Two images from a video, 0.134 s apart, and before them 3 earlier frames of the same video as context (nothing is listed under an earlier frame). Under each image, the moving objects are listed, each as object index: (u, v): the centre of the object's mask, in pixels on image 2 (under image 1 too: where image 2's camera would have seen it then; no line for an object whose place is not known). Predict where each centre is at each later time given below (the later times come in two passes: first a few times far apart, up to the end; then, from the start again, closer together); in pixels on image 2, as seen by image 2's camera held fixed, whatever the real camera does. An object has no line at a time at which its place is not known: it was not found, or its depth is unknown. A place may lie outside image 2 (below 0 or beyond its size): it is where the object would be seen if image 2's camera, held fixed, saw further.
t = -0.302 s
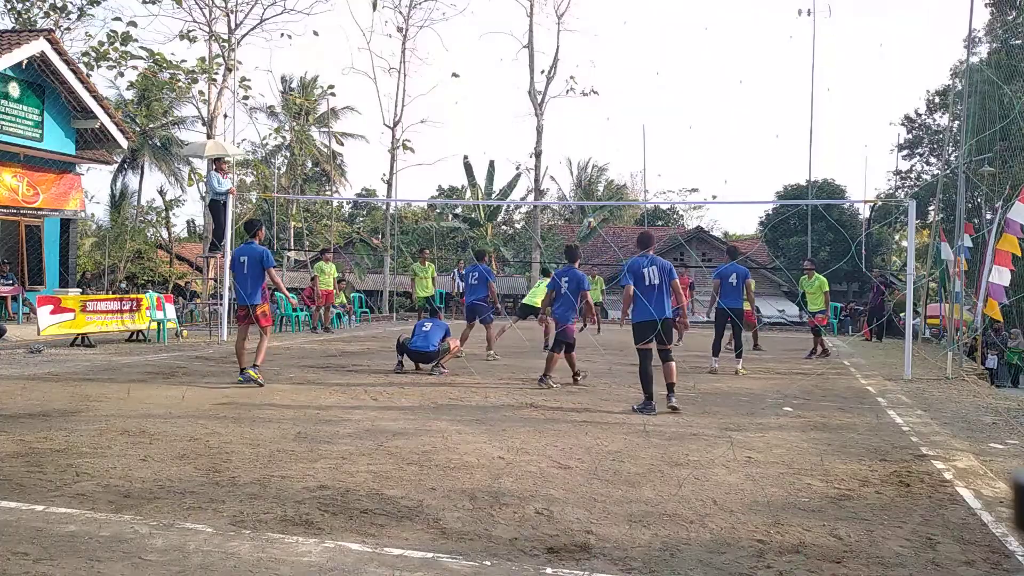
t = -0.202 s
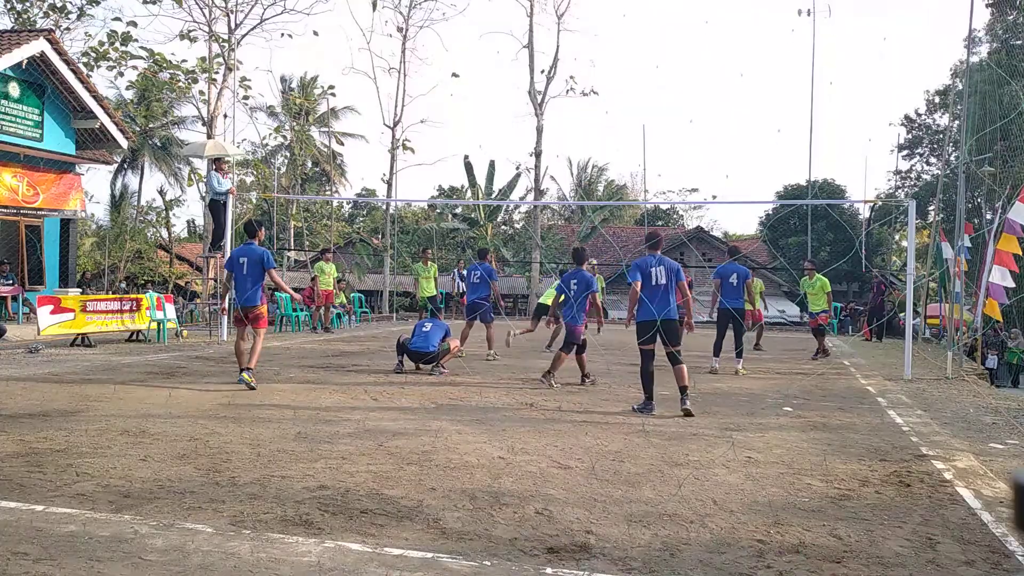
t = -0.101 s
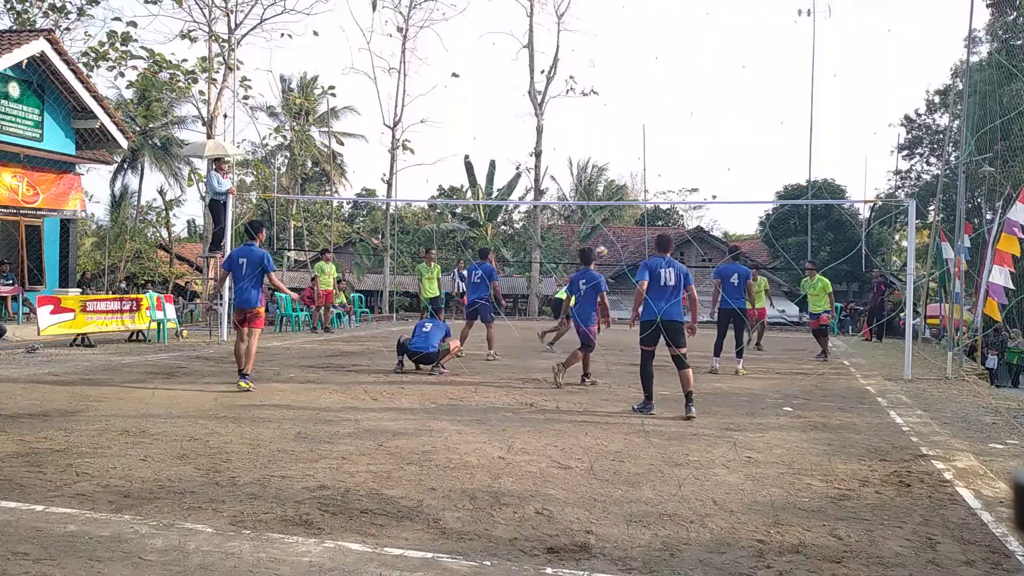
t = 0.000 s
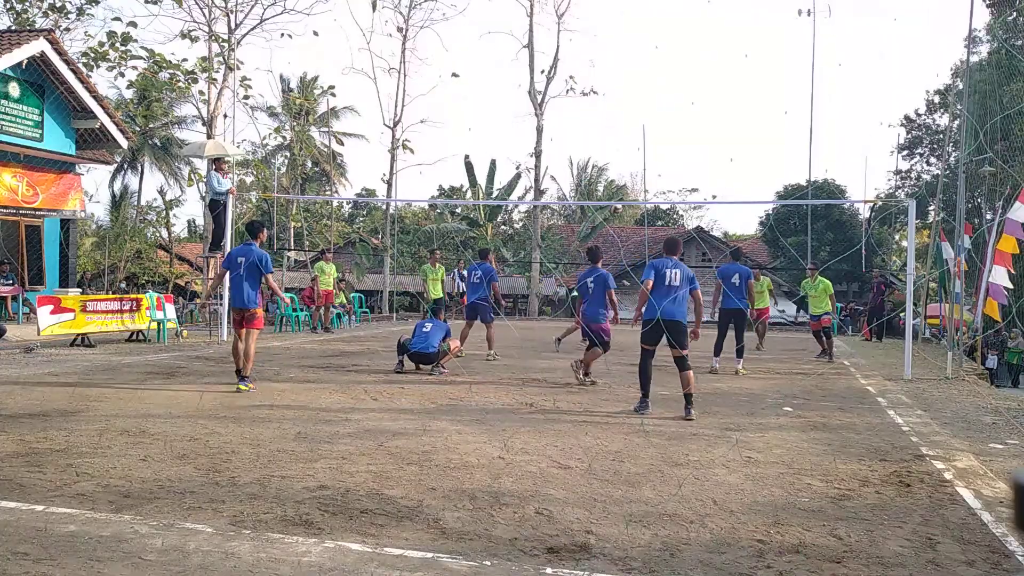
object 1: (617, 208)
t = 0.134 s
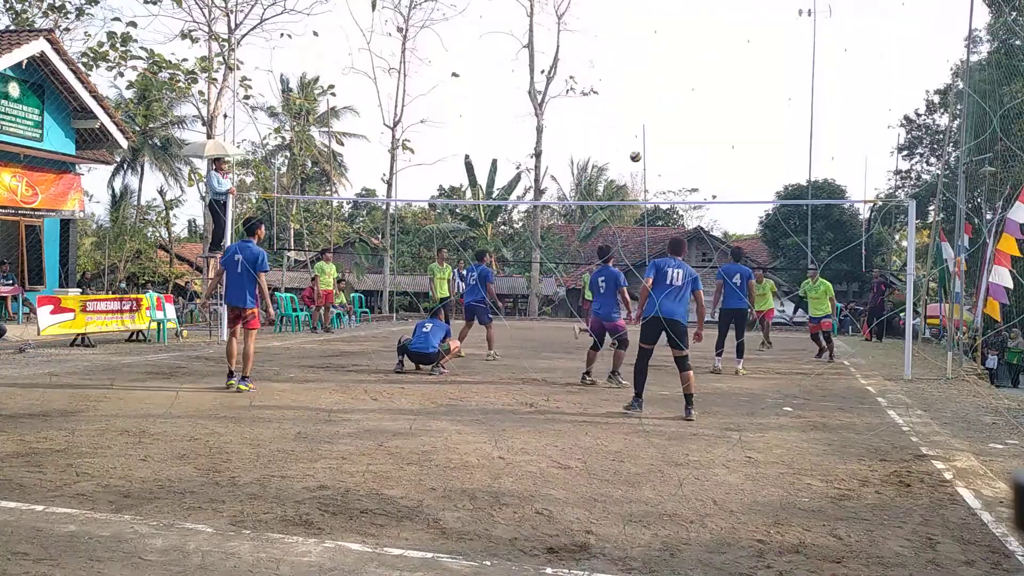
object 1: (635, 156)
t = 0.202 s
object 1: (645, 133)
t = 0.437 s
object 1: (679, 75)
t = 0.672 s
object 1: (713, 47)
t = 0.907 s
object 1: (748, 51)
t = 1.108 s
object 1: (778, 82)
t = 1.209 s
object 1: (794, 107)
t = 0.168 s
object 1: (640, 145)
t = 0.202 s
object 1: (645, 133)
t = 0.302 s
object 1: (660, 105)
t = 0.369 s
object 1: (670, 88)
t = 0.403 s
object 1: (675, 81)
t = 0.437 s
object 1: (679, 75)
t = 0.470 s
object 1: (684, 69)
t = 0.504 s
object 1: (689, 64)
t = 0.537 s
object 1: (694, 59)
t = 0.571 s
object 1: (699, 55)
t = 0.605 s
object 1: (704, 51)
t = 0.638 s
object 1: (709, 48)
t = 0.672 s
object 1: (713, 47)
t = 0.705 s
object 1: (718, 46)
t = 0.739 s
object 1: (723, 44)
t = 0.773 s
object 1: (728, 44)
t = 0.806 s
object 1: (733, 45)
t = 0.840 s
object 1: (738, 46)
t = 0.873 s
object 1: (743, 48)
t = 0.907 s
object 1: (748, 51)
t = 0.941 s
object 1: (753, 54)
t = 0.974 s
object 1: (758, 58)
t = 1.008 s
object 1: (763, 63)
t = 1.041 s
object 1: (768, 68)
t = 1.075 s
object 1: (773, 74)
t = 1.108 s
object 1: (778, 82)
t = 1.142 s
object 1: (783, 90)
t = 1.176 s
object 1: (788, 98)
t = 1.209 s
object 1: (794, 107)
